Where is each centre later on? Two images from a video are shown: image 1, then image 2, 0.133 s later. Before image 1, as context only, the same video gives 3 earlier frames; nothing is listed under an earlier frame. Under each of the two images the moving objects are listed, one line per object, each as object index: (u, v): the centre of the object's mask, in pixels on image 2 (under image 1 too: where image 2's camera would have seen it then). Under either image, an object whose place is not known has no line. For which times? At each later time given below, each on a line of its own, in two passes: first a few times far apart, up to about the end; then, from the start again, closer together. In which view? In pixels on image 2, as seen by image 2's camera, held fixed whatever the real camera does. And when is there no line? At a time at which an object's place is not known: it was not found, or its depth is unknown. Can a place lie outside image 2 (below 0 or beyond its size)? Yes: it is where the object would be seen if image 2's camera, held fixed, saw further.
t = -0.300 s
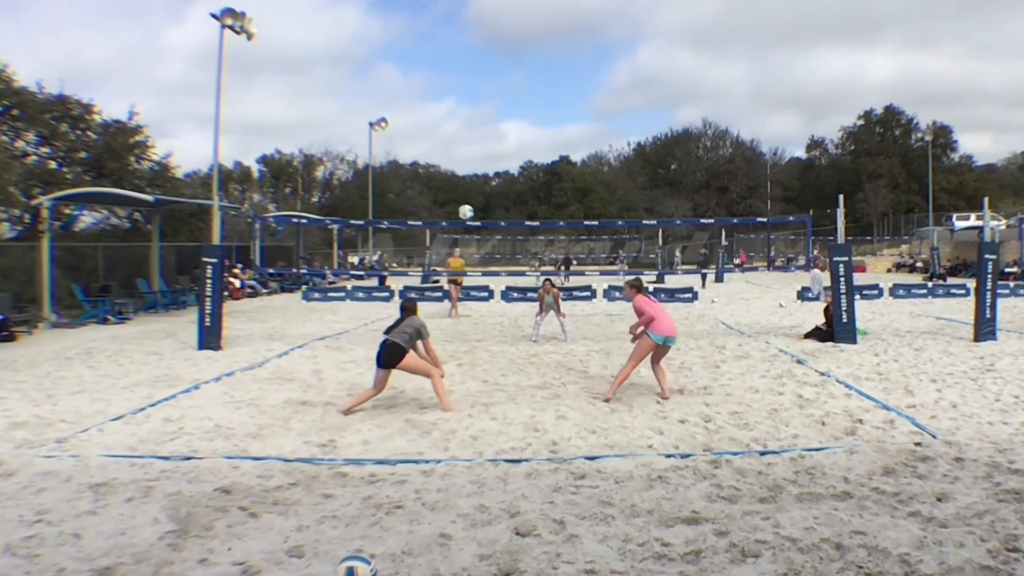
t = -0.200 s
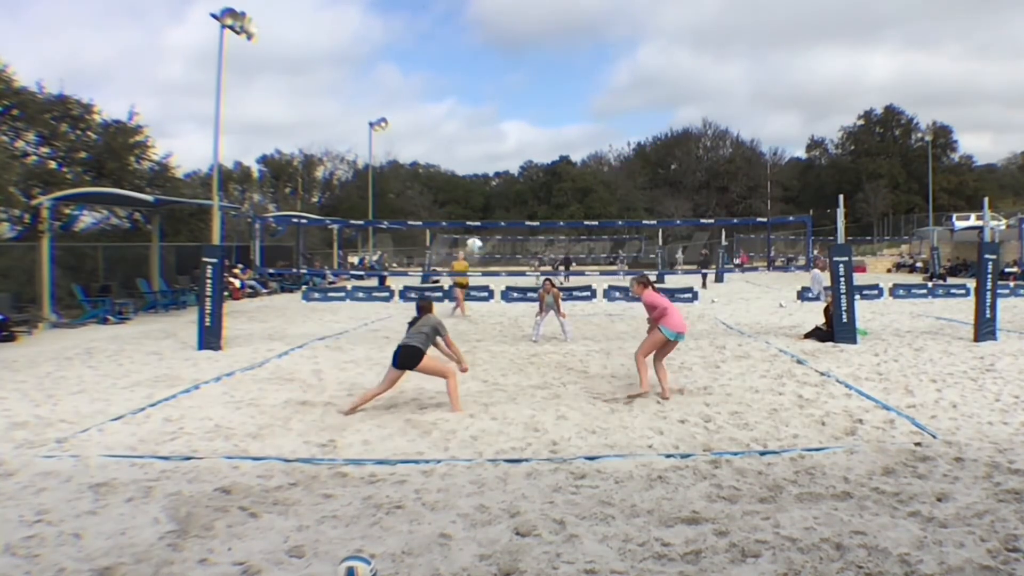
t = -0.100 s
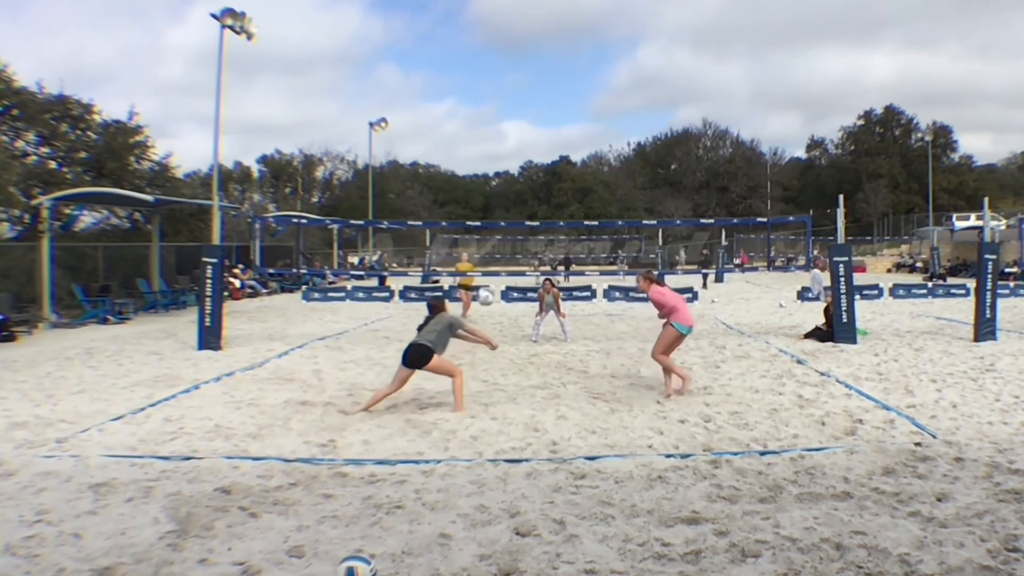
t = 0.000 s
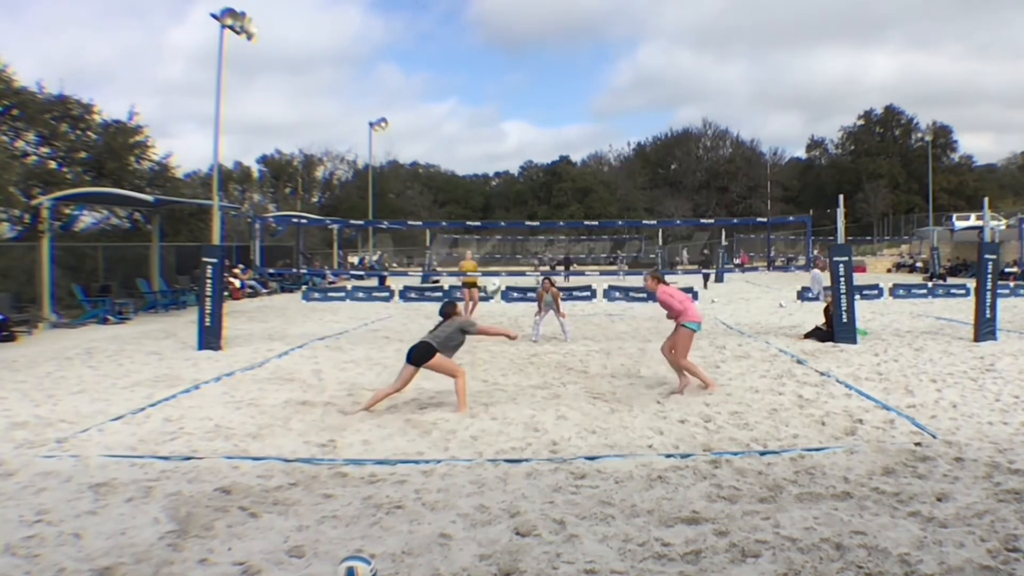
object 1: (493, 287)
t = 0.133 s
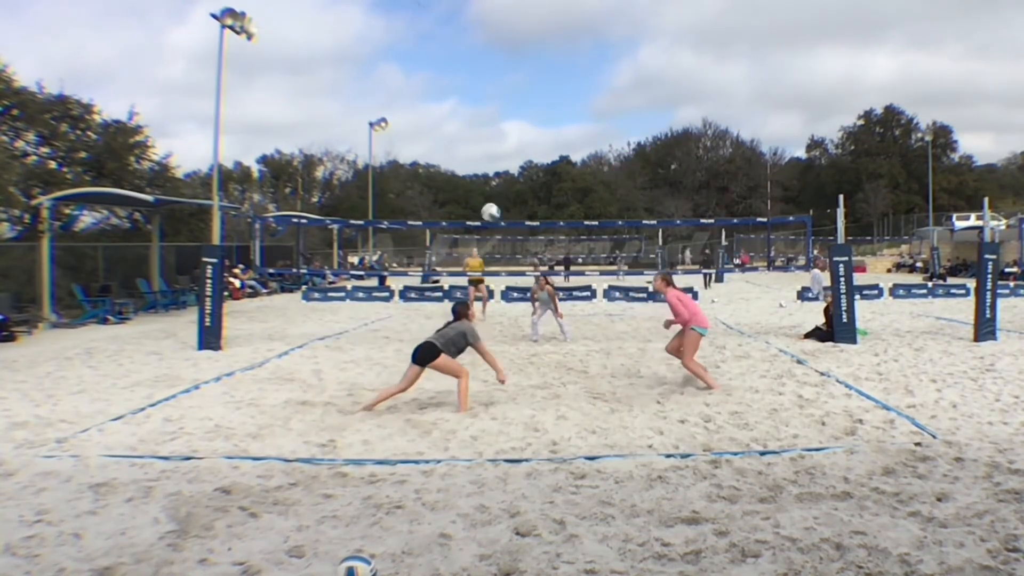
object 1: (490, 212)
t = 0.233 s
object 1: (491, 170)
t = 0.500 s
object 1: (490, 100)
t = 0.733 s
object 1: (490, 90)
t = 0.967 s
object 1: (491, 120)
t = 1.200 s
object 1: (491, 185)
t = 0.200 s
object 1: (491, 182)
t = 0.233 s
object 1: (491, 170)
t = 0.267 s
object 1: (490, 157)
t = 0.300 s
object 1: (489, 144)
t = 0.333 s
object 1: (490, 136)
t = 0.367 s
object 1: (491, 127)
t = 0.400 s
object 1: (490, 118)
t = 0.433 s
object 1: (490, 111)
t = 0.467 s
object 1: (490, 106)
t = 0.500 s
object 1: (490, 100)
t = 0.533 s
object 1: (490, 96)
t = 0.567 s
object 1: (490, 93)
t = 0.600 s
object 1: (490, 91)
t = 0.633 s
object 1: (490, 90)
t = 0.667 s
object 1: (490, 88)
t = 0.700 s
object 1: (490, 89)
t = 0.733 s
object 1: (490, 90)
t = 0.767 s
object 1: (490, 91)
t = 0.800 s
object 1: (490, 95)
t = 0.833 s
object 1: (490, 99)
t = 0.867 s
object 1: (489, 102)
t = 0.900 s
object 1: (490, 107)
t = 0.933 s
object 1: (490, 113)
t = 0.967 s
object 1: (491, 120)
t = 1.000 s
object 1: (490, 127)
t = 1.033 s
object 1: (490, 136)
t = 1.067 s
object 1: (490, 144)
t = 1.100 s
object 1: (490, 153)
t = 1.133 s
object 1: (491, 164)
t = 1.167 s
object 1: (492, 174)
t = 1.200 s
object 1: (491, 185)
